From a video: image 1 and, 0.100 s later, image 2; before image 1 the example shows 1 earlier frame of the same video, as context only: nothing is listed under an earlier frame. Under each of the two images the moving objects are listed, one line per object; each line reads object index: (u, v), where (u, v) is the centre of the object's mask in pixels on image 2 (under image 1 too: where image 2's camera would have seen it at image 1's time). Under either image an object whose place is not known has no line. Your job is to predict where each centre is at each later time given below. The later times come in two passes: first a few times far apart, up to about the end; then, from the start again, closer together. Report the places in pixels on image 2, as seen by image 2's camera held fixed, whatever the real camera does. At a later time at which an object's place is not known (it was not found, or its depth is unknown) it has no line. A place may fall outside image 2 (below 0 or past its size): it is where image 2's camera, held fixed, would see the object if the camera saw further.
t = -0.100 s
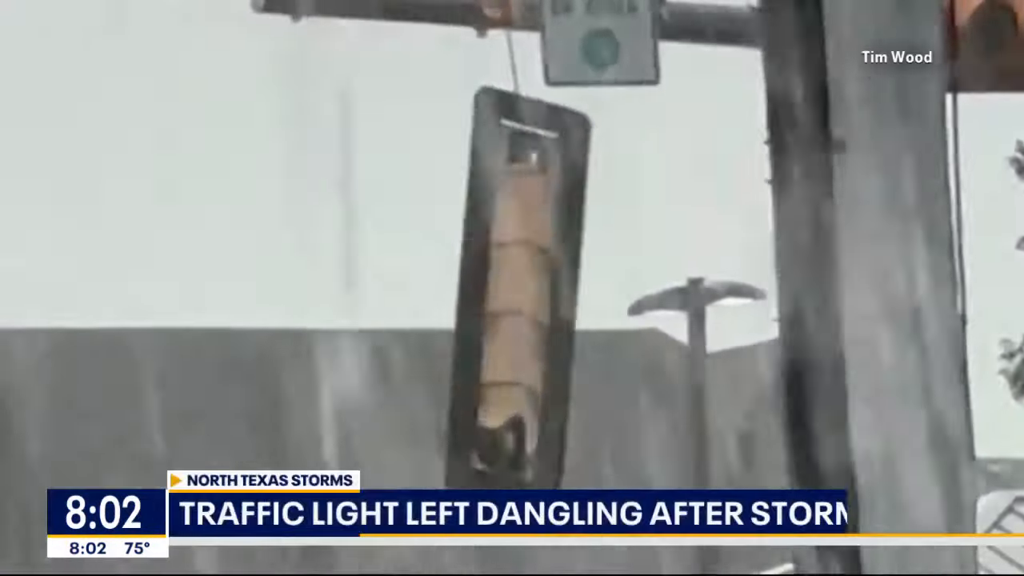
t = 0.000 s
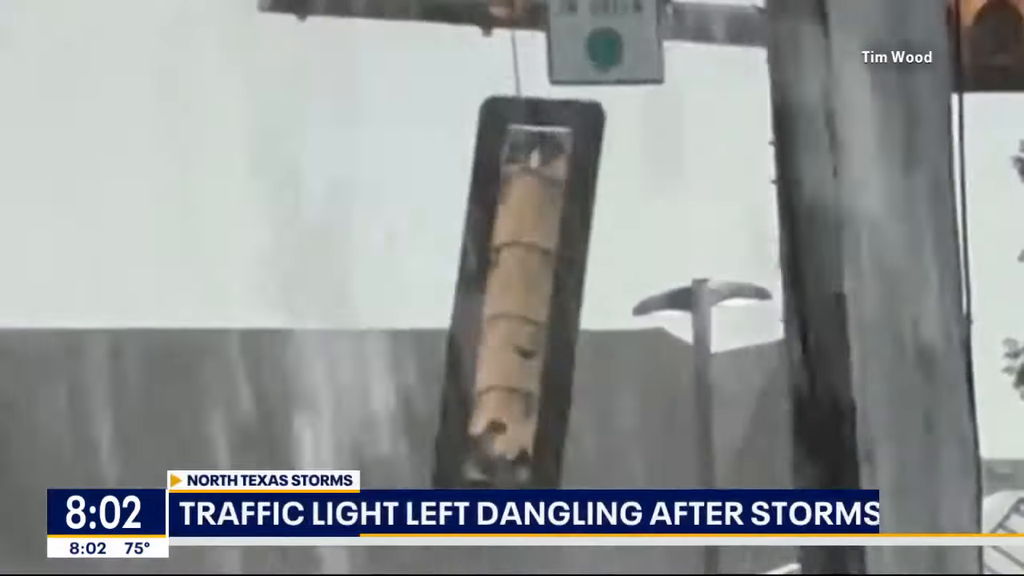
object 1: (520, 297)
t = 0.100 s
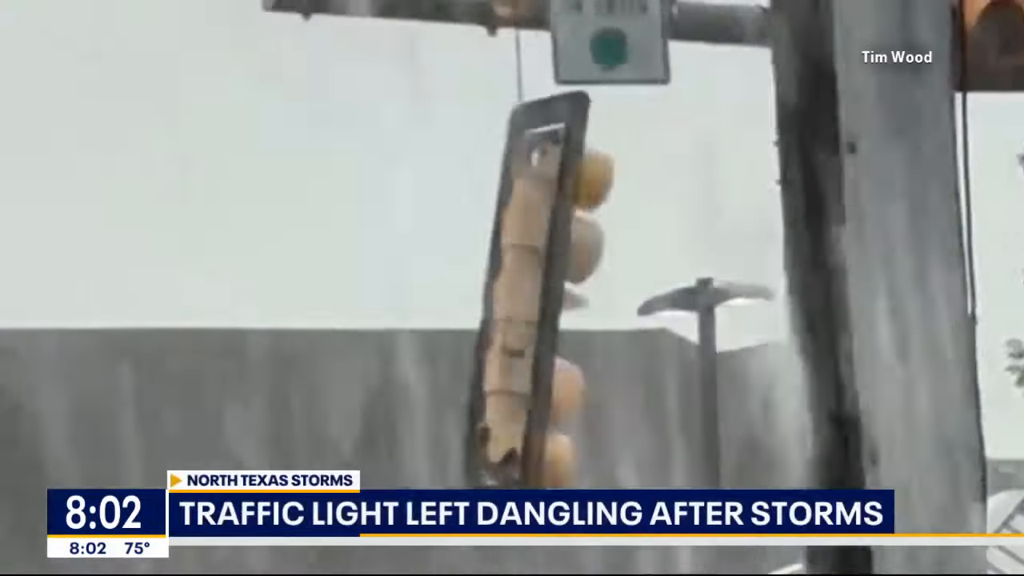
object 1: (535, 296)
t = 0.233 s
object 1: (555, 306)
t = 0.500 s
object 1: (590, 289)
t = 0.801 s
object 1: (610, 285)
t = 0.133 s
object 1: (548, 302)
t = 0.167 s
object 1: (549, 306)
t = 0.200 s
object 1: (554, 311)
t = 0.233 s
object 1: (555, 306)
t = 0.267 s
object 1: (554, 298)
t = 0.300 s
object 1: (562, 298)
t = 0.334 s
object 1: (562, 293)
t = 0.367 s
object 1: (566, 292)
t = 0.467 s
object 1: (582, 289)
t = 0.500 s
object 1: (590, 289)
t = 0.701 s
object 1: (606, 286)
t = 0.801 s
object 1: (610, 285)
